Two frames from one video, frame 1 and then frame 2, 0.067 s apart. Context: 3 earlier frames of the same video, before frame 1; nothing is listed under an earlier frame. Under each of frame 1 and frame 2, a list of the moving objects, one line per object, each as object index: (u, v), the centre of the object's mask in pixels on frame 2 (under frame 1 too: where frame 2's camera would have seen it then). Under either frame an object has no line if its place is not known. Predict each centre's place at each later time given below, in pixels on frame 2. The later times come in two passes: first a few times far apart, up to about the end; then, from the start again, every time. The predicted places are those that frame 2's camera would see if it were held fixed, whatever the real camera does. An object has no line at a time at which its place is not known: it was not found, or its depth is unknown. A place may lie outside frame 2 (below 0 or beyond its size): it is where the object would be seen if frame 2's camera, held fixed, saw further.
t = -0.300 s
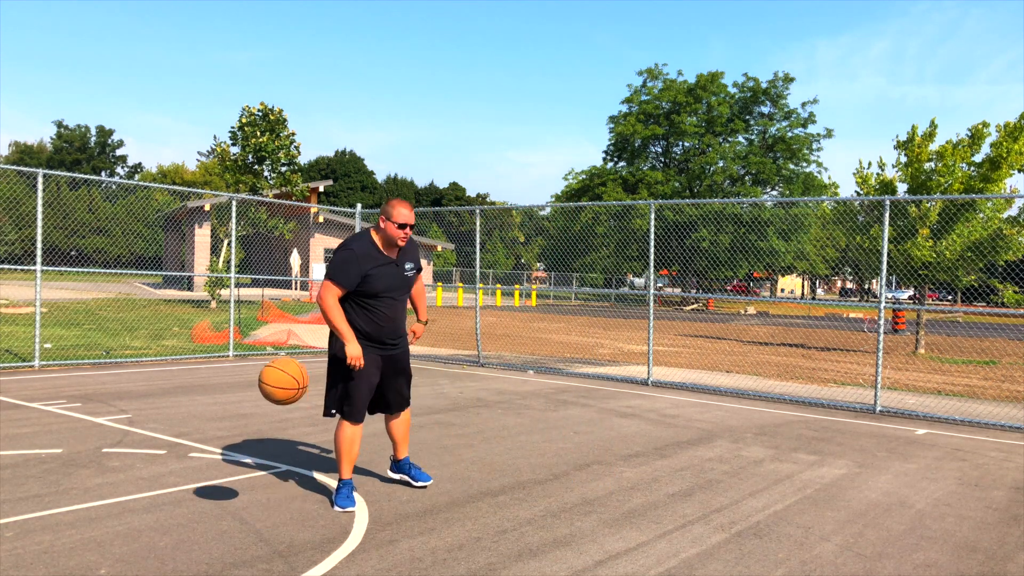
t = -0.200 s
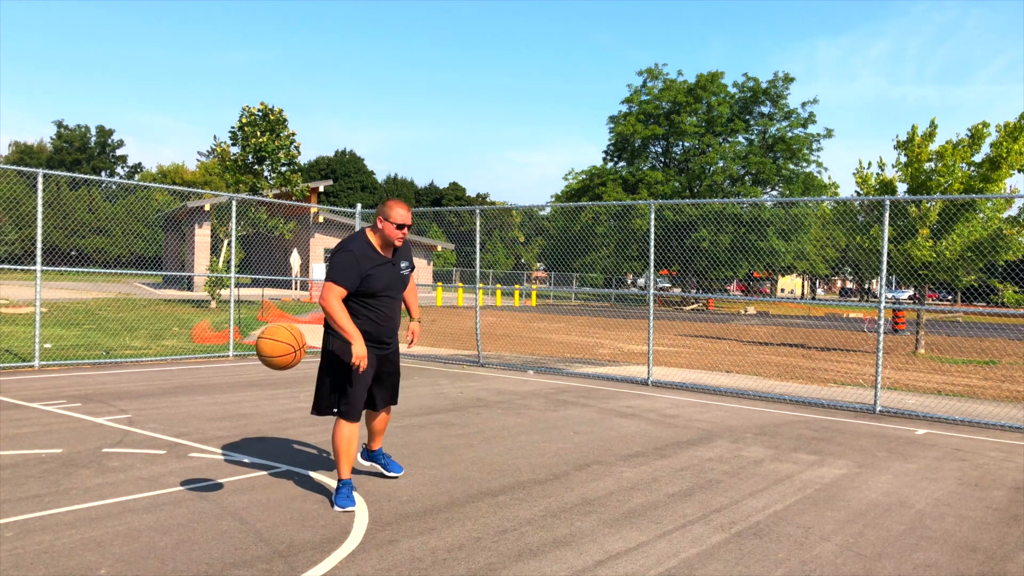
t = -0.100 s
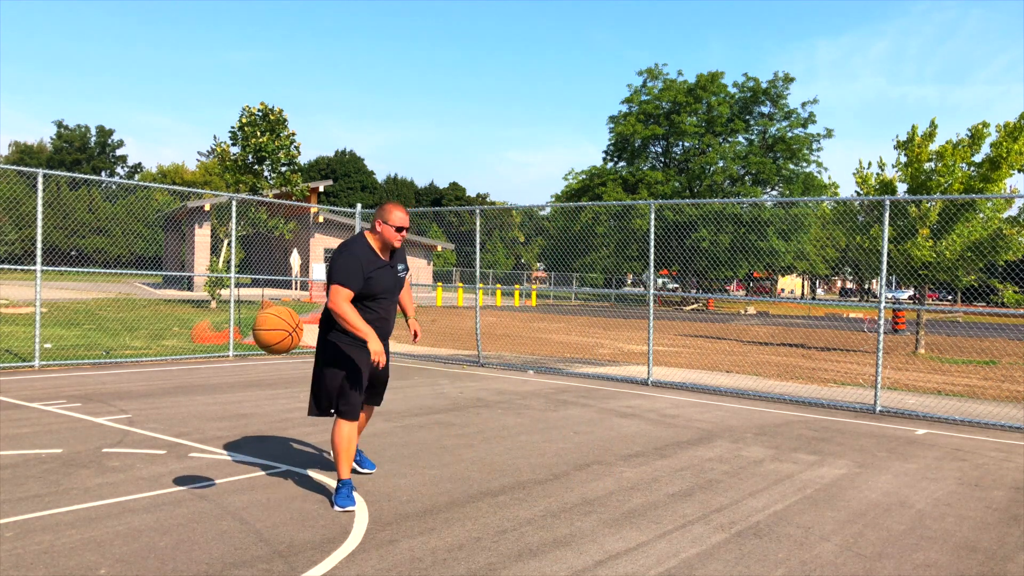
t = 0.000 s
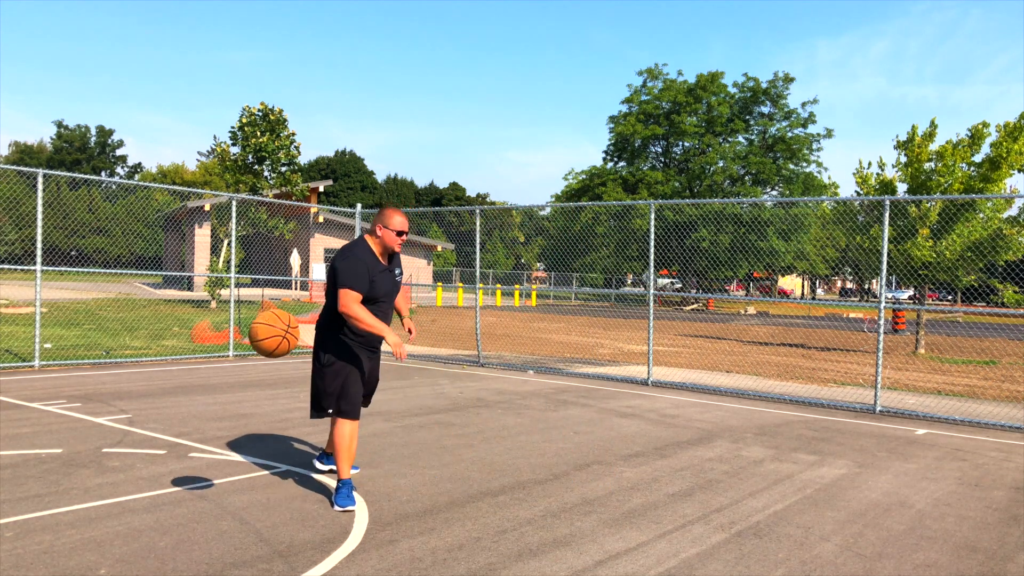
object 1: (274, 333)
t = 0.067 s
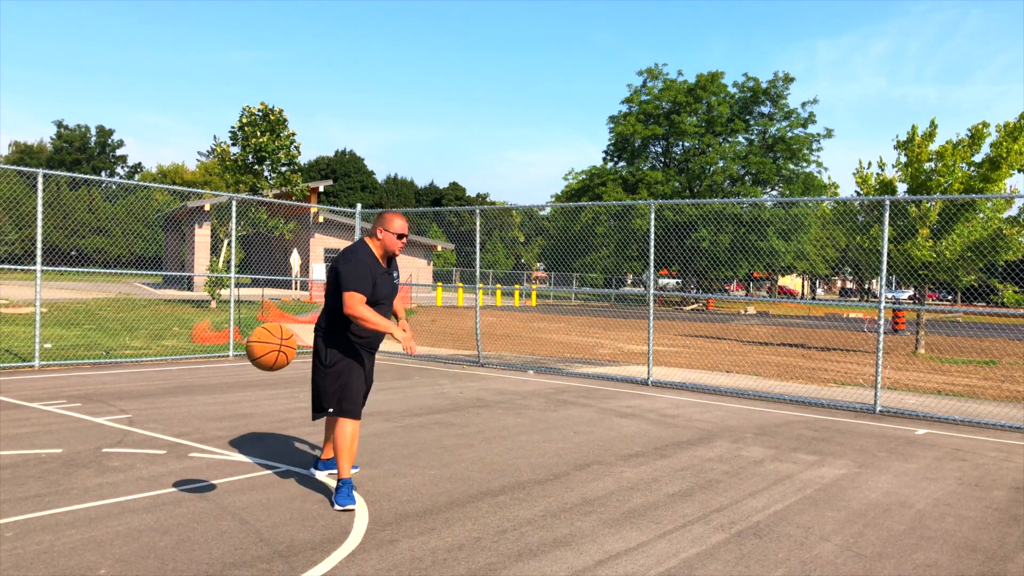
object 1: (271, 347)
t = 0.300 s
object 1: (258, 462)
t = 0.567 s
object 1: (249, 416)
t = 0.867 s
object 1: (237, 398)
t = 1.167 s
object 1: (222, 493)
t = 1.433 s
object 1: (213, 421)
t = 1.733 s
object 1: (197, 506)
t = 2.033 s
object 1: (186, 447)
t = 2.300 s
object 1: (172, 512)
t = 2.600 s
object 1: (160, 467)
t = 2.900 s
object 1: (146, 474)
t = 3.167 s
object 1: (134, 502)
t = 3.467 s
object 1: (124, 494)
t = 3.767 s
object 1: (116, 494)
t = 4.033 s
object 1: (111, 494)
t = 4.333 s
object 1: (107, 487)
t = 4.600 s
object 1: (106, 486)
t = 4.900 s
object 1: (107, 485)
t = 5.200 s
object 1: (109, 481)
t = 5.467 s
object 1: (112, 477)
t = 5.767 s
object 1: (117, 473)
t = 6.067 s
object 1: (122, 469)
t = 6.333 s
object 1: (127, 465)
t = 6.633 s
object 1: (134, 461)
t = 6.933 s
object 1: (142, 457)
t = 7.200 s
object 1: (150, 454)
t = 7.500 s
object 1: (158, 450)
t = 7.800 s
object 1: (167, 447)
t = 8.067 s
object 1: (174, 444)
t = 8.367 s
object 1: (184, 441)
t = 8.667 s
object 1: (194, 438)
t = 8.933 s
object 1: (203, 436)
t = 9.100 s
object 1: (209, 435)
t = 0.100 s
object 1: (270, 356)
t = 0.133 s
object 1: (268, 369)
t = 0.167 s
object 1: (266, 383)
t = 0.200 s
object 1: (264, 399)
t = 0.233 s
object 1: (263, 418)
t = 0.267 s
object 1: (260, 439)
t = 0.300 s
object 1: (258, 462)
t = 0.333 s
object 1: (256, 488)
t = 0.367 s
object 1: (254, 515)
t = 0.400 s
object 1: (253, 500)
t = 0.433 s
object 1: (252, 479)
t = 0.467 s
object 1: (252, 460)
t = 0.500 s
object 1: (251, 443)
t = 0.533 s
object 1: (250, 429)
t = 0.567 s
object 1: (249, 416)
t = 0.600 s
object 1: (248, 405)
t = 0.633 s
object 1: (247, 397)
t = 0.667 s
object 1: (246, 390)
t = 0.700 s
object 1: (244, 386)
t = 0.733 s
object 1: (243, 384)
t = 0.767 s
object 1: (242, 384)
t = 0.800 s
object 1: (240, 387)
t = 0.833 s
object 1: (239, 391)
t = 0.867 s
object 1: (237, 398)
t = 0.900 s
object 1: (236, 407)
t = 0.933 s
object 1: (234, 418)
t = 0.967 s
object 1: (232, 431)
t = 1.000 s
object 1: (230, 447)
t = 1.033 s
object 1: (229, 464)
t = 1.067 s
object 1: (226, 485)
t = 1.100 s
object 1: (225, 506)
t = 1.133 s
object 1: (223, 512)
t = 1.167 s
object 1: (222, 493)
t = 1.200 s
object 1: (221, 477)
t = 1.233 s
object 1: (220, 462)
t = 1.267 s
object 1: (219, 450)
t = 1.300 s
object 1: (218, 440)
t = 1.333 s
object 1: (217, 432)
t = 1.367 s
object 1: (215, 426)
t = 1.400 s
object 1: (214, 422)
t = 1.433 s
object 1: (213, 421)
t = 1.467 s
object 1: (211, 421)
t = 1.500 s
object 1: (210, 424)
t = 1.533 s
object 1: (208, 429)
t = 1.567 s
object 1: (206, 437)
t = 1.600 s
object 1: (205, 446)
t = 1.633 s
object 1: (203, 458)
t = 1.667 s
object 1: (201, 472)
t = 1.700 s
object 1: (199, 487)
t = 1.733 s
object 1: (197, 506)
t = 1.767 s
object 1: (196, 513)
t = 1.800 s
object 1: (195, 497)
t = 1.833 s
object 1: (193, 484)
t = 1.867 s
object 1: (192, 472)
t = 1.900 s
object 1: (191, 463)
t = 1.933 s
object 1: (190, 456)
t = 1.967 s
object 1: (188, 451)
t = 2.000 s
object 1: (187, 448)
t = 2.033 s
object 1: (186, 447)
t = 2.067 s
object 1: (184, 448)
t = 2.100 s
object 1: (183, 452)
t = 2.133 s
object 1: (181, 458)
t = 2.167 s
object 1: (179, 466)
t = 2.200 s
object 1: (177, 476)
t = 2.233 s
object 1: (175, 488)
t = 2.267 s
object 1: (174, 503)
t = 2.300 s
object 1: (172, 512)
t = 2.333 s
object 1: (171, 498)
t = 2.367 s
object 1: (170, 487)
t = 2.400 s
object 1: (169, 478)
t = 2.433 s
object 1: (167, 470)
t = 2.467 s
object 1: (166, 465)
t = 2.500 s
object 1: (164, 463)
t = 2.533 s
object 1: (163, 462)
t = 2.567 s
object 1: (161, 463)
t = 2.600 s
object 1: (160, 467)
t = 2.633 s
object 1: (158, 472)
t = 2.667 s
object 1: (157, 480)
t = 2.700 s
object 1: (155, 490)
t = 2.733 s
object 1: (153, 502)
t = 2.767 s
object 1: (152, 506)
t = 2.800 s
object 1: (151, 495)
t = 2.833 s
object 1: (149, 486)
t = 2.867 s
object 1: (148, 479)
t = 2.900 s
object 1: (146, 474)
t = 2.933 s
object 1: (145, 472)
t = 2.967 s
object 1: (144, 471)
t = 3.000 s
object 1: (142, 473)
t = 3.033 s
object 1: (141, 476)
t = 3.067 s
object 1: (139, 482)
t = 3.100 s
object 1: (137, 490)
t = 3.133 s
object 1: (136, 500)
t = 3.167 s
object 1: (134, 502)
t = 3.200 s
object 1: (133, 493)
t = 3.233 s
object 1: (132, 486)
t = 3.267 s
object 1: (131, 481)
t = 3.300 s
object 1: (130, 478)
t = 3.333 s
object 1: (129, 477)
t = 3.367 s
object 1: (128, 478)
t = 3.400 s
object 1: (126, 482)
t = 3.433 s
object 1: (125, 487)
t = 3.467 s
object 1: (124, 494)
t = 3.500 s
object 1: (122, 502)
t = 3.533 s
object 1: (122, 494)
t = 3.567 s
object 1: (121, 488)
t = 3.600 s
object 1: (120, 484)
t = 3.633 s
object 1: (120, 481)
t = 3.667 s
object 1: (119, 481)
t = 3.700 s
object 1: (118, 483)
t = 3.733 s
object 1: (117, 488)
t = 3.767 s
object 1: (116, 494)
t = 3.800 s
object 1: (115, 499)
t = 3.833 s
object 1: (115, 492)
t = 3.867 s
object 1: (114, 487)
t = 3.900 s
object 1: (114, 484)
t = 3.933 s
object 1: (113, 484)
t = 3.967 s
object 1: (112, 485)
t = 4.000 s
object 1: (111, 488)
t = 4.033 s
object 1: (111, 494)
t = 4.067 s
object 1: (110, 495)
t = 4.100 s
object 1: (110, 489)
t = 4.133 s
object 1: (110, 486)
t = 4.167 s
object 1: (109, 485)
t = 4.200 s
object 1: (109, 486)
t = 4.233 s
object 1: (108, 488)
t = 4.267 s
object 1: (108, 493)
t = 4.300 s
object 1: (107, 491)
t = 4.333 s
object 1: (107, 487)
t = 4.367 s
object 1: (107, 485)
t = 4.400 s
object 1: (107, 485)
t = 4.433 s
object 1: (107, 487)
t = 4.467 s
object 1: (106, 491)
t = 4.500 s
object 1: (107, 488)
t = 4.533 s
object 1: (106, 486)
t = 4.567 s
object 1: (106, 485)
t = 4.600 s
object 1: (106, 486)
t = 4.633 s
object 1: (106, 489)
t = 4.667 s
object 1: (106, 487)
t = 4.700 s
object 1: (106, 484)
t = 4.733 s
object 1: (106, 485)
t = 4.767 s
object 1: (106, 486)
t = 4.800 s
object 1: (106, 486)
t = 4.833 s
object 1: (106, 484)
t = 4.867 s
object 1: (106, 483)
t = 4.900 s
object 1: (107, 485)
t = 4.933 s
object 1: (107, 484)
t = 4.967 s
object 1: (107, 483)
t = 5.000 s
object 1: (107, 483)
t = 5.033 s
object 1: (107, 483)
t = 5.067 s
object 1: (108, 482)
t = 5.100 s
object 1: (108, 482)
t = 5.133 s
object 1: (108, 482)
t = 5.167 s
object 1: (108, 481)
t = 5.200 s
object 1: (109, 481)
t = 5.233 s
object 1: (109, 480)
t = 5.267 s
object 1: (109, 480)
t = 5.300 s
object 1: (110, 480)
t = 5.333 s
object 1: (110, 479)
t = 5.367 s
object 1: (111, 479)
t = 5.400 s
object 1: (111, 478)
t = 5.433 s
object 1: (112, 478)
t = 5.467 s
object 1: (112, 477)
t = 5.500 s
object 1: (112, 477)
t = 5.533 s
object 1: (113, 476)
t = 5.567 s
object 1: (114, 476)
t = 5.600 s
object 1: (114, 475)
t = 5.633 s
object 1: (115, 475)
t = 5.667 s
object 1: (115, 474)
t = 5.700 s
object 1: (116, 474)
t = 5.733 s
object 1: (116, 473)
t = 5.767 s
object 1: (117, 473)
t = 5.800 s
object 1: (117, 473)
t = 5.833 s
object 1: (118, 472)
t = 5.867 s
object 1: (118, 471)
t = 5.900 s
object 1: (119, 471)
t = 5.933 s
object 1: (119, 470)
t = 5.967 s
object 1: (120, 470)
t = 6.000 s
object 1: (120, 469)
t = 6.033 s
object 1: (121, 469)
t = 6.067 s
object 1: (122, 469)
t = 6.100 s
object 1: (122, 468)
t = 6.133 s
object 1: (123, 468)
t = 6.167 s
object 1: (124, 467)
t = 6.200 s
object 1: (124, 467)
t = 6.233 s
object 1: (125, 466)
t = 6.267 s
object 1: (125, 466)
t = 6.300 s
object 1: (126, 466)
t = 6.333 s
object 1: (127, 465)
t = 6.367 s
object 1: (128, 464)
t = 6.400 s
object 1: (128, 464)
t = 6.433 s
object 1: (129, 464)
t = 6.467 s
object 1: (130, 464)
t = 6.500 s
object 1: (131, 463)
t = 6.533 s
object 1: (132, 463)
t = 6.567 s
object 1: (132, 462)
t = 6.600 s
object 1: (133, 462)
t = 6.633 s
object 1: (134, 461)
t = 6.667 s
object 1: (135, 461)
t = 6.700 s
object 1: (136, 460)
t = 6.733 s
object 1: (137, 460)
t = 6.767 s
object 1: (138, 460)
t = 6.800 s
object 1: (139, 459)
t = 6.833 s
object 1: (140, 459)
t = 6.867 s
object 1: (141, 458)
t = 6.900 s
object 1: (142, 457)
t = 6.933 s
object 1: (142, 457)
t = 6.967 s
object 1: (144, 456)
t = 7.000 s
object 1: (144, 456)
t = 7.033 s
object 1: (145, 456)
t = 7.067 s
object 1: (146, 456)
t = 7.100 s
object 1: (147, 455)
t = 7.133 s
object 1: (148, 455)
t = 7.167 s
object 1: (149, 454)
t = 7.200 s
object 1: (150, 454)
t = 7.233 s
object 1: (150, 454)
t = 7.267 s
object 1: (151, 453)
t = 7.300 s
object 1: (152, 453)
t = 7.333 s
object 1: (153, 452)
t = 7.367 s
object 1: (154, 452)
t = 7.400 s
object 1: (155, 452)
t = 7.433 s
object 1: (156, 451)
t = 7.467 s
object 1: (157, 451)
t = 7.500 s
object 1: (158, 450)
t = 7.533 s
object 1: (159, 450)
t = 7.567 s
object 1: (160, 450)
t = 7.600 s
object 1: (162, 449)
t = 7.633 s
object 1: (163, 449)
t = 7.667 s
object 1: (163, 448)
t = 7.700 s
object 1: (164, 448)
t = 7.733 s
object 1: (165, 447)
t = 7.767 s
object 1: (166, 447)
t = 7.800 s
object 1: (167, 447)
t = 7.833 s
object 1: (168, 446)
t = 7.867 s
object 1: (169, 446)
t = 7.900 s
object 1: (170, 446)
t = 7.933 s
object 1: (171, 445)
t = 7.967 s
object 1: (172, 445)
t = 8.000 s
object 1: (173, 444)
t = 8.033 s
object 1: (174, 444)
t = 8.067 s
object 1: (174, 444)
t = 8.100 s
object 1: (175, 444)
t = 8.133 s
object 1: (177, 444)
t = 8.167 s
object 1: (177, 443)
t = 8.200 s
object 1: (178, 443)
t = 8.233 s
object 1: (179, 443)
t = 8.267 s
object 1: (180, 442)
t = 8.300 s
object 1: (181, 442)
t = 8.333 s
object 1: (182, 442)
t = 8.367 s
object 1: (184, 441)
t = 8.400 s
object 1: (185, 441)
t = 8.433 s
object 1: (186, 441)
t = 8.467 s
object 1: (187, 441)
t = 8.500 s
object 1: (188, 440)
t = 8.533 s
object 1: (189, 440)
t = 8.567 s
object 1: (190, 439)
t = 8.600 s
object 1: (191, 439)
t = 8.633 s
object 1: (192, 439)
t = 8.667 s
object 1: (194, 438)
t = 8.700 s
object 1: (195, 438)
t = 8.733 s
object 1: (196, 438)
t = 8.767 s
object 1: (197, 437)
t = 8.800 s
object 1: (199, 437)
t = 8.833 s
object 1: (200, 437)
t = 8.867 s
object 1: (201, 436)
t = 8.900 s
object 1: (202, 436)
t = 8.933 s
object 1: (203, 436)
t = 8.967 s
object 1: (204, 435)
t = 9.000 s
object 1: (205, 435)
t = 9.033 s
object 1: (207, 435)
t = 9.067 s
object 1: (208, 435)
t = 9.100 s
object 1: (209, 435)
